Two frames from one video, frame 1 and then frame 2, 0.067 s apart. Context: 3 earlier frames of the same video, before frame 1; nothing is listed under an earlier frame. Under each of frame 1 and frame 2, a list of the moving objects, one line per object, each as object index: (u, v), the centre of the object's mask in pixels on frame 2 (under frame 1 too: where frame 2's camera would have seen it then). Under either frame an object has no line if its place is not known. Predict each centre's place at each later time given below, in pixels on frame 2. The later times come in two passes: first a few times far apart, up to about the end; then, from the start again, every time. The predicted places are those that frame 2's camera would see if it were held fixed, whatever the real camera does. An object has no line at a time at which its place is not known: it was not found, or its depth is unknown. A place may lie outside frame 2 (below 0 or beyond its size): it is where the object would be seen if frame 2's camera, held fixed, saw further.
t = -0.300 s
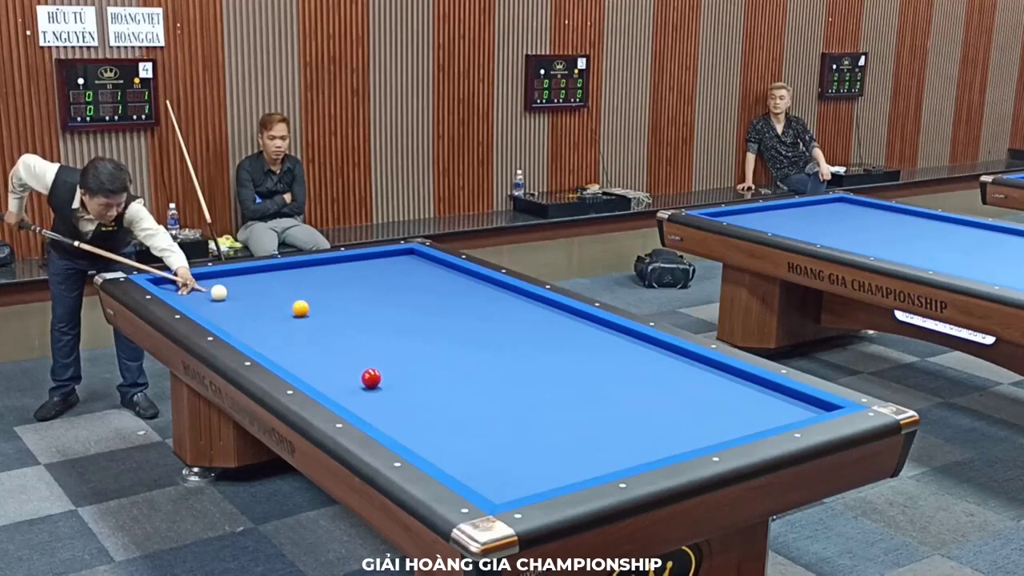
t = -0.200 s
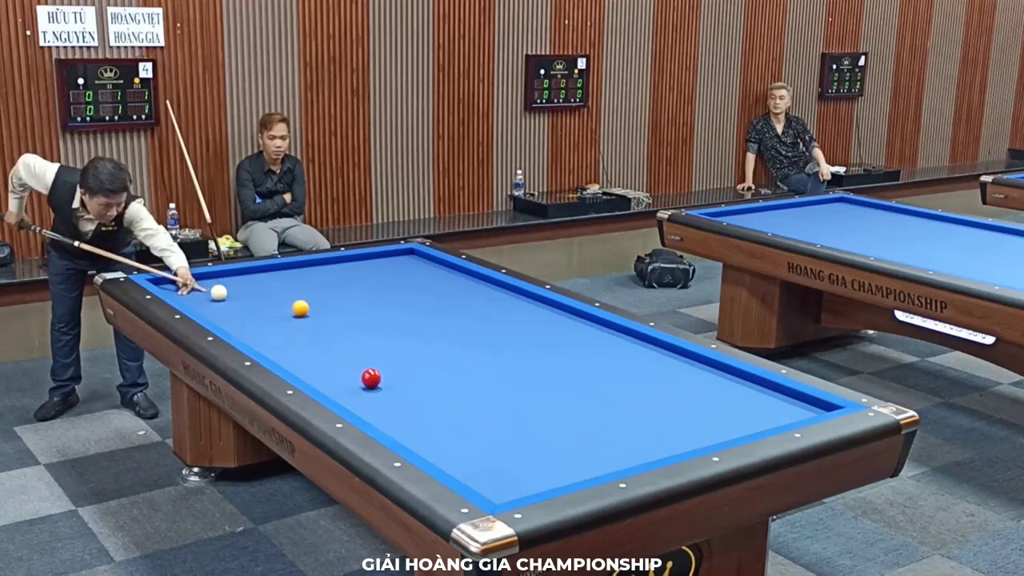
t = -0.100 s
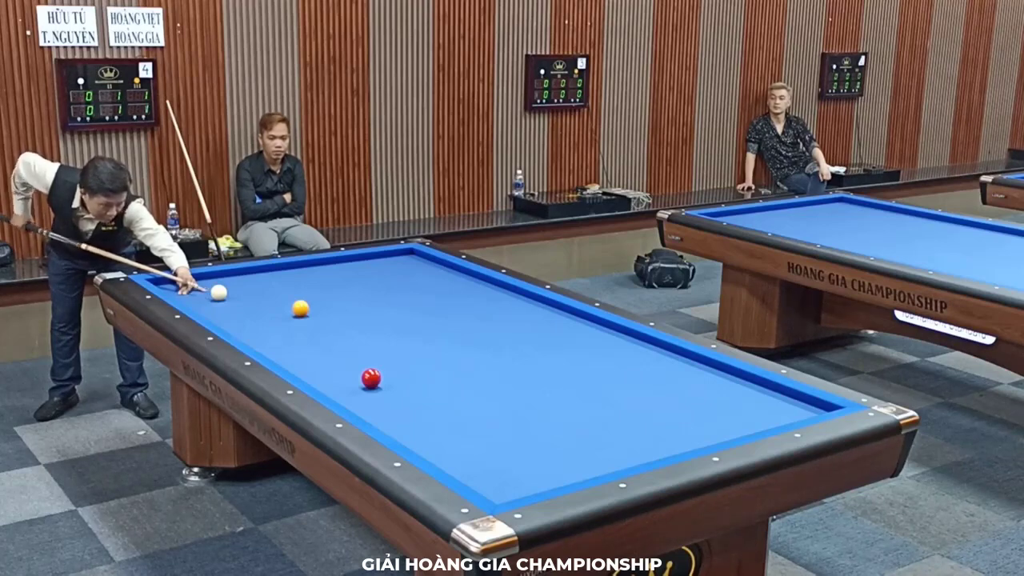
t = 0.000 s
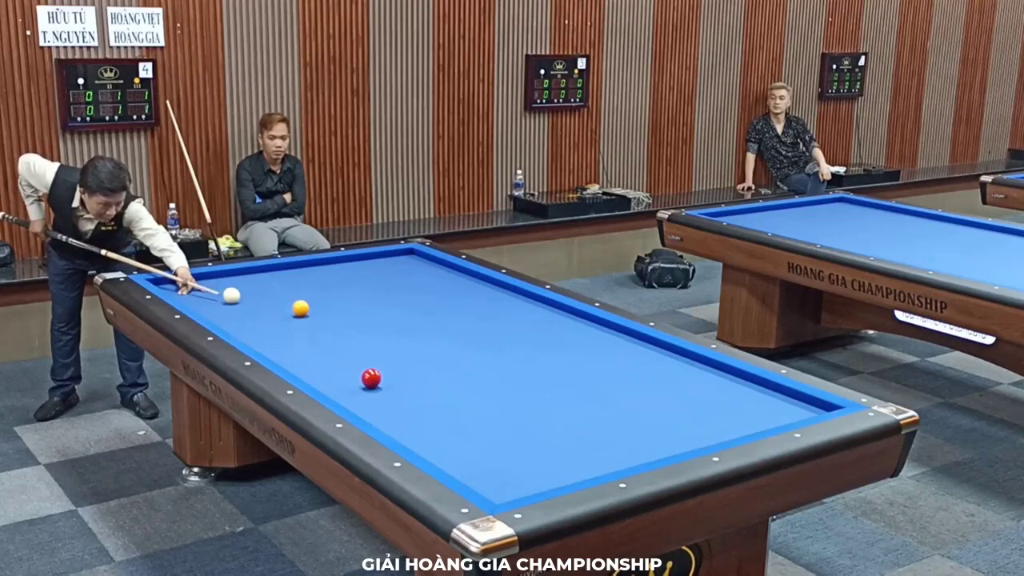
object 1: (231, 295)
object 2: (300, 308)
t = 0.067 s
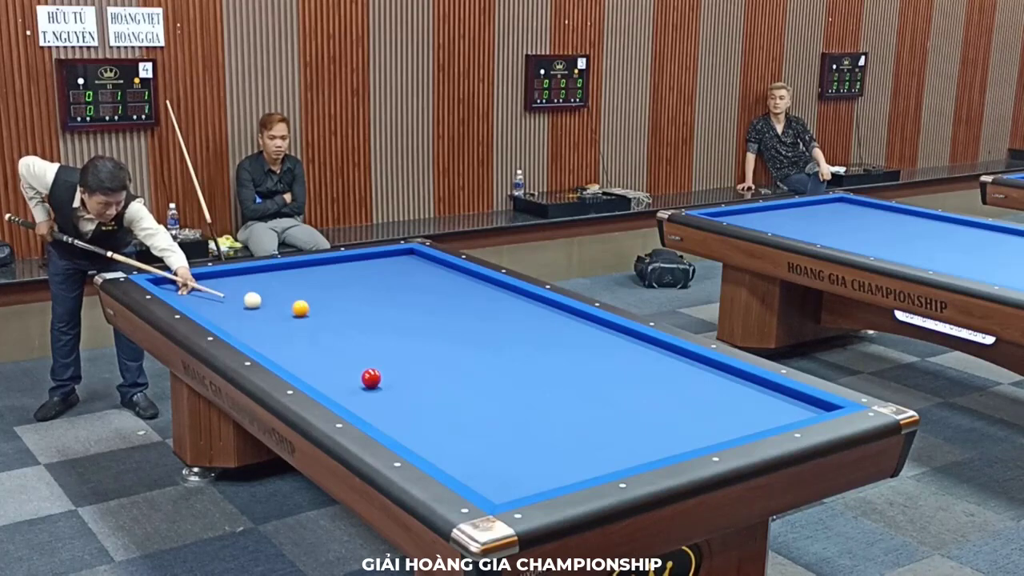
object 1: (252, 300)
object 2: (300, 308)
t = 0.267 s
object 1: (282, 312)
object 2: (327, 309)
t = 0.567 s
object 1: (280, 326)
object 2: (394, 312)
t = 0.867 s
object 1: (278, 342)
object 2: (456, 316)
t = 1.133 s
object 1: (277, 355)
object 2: (510, 318)
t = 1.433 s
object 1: (302, 366)
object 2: (571, 320)
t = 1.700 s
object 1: (328, 374)
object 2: (598, 327)
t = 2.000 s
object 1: (357, 384)
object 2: (598, 338)
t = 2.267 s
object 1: (384, 392)
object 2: (598, 348)
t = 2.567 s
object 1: (415, 402)
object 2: (598, 360)
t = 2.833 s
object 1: (443, 410)
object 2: (598, 371)
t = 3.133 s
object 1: (474, 420)
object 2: (598, 384)
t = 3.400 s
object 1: (502, 428)
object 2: (598, 396)
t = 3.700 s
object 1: (533, 438)
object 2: (598, 410)
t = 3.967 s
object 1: (562, 447)
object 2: (598, 423)
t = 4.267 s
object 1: (593, 456)
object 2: (597, 436)
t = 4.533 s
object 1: (621, 462)
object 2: (597, 451)
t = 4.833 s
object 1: (620, 458)
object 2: (593, 465)
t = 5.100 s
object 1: (620, 453)
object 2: (581, 472)
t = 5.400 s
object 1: (619, 448)
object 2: (553, 476)
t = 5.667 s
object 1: (619, 443)
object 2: (529, 477)
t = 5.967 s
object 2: (503, 478)
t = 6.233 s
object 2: (482, 478)
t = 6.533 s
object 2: (468, 475)
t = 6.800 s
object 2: (470, 471)
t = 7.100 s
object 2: (473, 466)
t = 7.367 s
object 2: (476, 462)
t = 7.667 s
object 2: (479, 457)
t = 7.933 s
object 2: (481, 454)
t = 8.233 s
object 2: (483, 451)
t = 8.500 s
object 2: (485, 449)
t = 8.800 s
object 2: (487, 447)
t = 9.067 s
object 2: (489, 446)
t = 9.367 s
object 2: (490, 444)
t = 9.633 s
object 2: (490, 444)
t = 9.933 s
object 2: (491, 444)
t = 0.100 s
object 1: (262, 303)
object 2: (300, 308)
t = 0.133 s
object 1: (272, 305)
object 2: (300, 308)
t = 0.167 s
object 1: (281, 307)
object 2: (300, 308)
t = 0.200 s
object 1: (283, 309)
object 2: (308, 308)
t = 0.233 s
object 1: (282, 311)
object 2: (318, 309)
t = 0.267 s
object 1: (282, 312)
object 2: (327, 309)
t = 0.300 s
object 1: (282, 314)
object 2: (336, 310)
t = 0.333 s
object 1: (282, 315)
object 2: (344, 310)
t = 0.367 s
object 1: (281, 317)
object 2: (352, 311)
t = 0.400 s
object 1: (281, 318)
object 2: (359, 311)
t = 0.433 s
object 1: (281, 320)
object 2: (366, 311)
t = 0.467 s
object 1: (281, 321)
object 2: (373, 312)
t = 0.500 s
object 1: (281, 323)
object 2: (380, 312)
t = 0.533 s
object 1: (280, 325)
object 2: (387, 312)
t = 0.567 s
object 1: (280, 326)
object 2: (394, 312)
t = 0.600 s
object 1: (280, 328)
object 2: (401, 313)
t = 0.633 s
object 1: (280, 330)
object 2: (408, 313)
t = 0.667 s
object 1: (280, 331)
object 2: (415, 314)
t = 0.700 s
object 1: (279, 333)
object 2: (422, 314)
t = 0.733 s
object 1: (279, 335)
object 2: (429, 314)
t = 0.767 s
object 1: (279, 337)
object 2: (436, 314)
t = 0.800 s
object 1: (279, 338)
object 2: (443, 315)
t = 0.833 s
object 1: (279, 340)
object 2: (449, 315)
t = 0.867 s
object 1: (278, 342)
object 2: (456, 316)
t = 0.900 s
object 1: (278, 344)
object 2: (463, 316)
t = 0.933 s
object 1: (278, 345)
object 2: (470, 316)
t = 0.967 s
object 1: (278, 347)
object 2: (477, 316)
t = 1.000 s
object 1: (278, 349)
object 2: (484, 317)
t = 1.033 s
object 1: (277, 351)
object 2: (490, 317)
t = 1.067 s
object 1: (277, 352)
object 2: (497, 317)
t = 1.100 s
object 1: (277, 353)
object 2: (504, 317)
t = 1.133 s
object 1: (277, 355)
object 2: (510, 318)
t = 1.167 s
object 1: (277, 356)
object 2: (517, 318)
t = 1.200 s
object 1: (280, 358)
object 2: (524, 319)
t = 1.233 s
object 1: (284, 359)
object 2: (531, 319)
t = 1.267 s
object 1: (286, 360)
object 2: (537, 319)
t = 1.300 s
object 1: (290, 361)
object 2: (544, 319)
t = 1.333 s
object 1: (293, 362)
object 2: (551, 320)
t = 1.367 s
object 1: (296, 364)
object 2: (558, 320)
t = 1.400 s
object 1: (299, 365)
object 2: (565, 320)
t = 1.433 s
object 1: (302, 366)
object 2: (571, 320)
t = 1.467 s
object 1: (305, 367)
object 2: (578, 321)
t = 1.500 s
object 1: (308, 368)
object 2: (585, 321)
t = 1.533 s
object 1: (311, 369)
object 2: (591, 321)
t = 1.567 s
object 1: (315, 370)
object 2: (598, 322)
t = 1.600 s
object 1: (318, 371)
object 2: (600, 323)
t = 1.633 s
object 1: (321, 372)
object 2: (599, 324)
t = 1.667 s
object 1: (324, 373)
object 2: (598, 325)
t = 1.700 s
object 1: (328, 374)
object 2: (598, 327)
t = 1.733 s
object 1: (331, 375)
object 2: (598, 328)
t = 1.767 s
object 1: (334, 376)
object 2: (598, 329)
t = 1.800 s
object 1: (338, 377)
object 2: (598, 330)
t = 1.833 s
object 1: (341, 378)
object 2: (598, 332)
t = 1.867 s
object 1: (344, 379)
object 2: (598, 333)
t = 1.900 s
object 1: (348, 380)
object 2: (598, 334)
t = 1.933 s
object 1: (350, 382)
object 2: (598, 335)
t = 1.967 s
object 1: (354, 383)
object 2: (598, 336)
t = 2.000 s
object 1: (357, 384)
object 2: (598, 338)
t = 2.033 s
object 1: (361, 385)
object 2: (598, 339)
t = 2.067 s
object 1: (364, 386)
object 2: (598, 340)
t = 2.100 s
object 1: (368, 387)
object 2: (598, 342)
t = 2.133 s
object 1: (371, 388)
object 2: (598, 343)
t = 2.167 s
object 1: (375, 388)
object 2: (598, 344)
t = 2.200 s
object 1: (378, 390)
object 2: (598, 346)
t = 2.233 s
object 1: (381, 391)
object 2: (598, 347)
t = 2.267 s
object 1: (384, 392)
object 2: (598, 348)
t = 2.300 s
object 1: (388, 393)
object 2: (598, 350)
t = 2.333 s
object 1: (391, 394)
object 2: (598, 351)
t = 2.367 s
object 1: (395, 395)
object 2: (598, 352)
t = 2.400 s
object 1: (398, 396)
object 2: (598, 353)
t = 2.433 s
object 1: (401, 397)
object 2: (598, 355)
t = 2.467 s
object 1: (405, 398)
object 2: (598, 356)
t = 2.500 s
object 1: (408, 399)
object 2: (598, 358)
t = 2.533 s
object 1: (412, 400)
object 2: (598, 359)
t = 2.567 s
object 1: (415, 402)
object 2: (598, 360)
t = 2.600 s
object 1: (418, 403)
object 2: (598, 362)
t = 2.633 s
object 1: (422, 404)
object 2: (598, 363)
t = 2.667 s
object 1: (425, 405)
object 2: (598, 364)
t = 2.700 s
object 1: (429, 406)
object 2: (598, 366)
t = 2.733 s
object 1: (432, 407)
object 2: (598, 367)
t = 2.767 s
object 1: (436, 408)
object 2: (598, 368)
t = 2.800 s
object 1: (439, 409)
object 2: (598, 370)
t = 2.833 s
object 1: (443, 410)
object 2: (598, 371)
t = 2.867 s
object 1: (446, 411)
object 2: (598, 373)
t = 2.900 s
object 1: (450, 412)
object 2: (598, 374)
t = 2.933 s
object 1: (453, 413)
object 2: (598, 375)
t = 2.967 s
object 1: (457, 414)
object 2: (598, 377)
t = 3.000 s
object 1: (460, 415)
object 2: (598, 378)
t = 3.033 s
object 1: (463, 416)
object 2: (598, 380)
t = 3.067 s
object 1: (467, 417)
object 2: (598, 381)
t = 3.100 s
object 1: (470, 418)
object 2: (598, 383)
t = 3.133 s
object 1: (474, 420)
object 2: (598, 384)
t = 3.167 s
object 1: (478, 421)
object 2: (598, 386)
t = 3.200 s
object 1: (481, 422)
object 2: (598, 387)
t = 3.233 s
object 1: (484, 423)
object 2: (598, 389)
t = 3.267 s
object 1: (488, 424)
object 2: (598, 390)
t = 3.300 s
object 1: (492, 425)
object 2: (598, 391)
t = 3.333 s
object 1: (495, 426)
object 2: (598, 393)
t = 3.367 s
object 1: (499, 427)
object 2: (598, 395)
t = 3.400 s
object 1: (502, 428)
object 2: (598, 396)
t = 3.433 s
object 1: (505, 429)
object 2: (598, 398)
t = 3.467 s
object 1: (509, 430)
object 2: (598, 399)
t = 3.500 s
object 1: (512, 431)
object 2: (598, 401)
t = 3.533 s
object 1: (516, 432)
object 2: (598, 402)
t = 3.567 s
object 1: (519, 434)
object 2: (598, 404)
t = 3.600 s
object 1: (523, 435)
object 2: (598, 405)
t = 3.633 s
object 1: (526, 436)
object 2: (598, 407)
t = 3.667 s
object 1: (530, 437)
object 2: (598, 408)
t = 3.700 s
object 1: (533, 438)
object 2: (598, 410)
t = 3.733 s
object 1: (537, 439)
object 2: (598, 411)
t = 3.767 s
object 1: (541, 440)
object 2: (598, 413)
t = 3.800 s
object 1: (544, 441)
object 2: (598, 415)
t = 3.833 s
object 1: (547, 442)
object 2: (598, 416)
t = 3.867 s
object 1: (551, 443)
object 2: (598, 418)
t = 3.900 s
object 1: (554, 444)
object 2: (598, 419)
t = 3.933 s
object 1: (558, 446)
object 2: (598, 421)
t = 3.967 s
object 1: (562, 447)
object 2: (598, 423)
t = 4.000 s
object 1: (565, 448)
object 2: (597, 424)
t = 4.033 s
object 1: (569, 449)
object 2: (598, 426)
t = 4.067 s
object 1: (572, 450)
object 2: (598, 428)
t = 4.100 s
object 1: (576, 451)
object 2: (598, 429)
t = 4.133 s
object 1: (579, 452)
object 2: (598, 431)
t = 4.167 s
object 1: (583, 453)
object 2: (598, 432)
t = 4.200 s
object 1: (586, 454)
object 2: (598, 434)
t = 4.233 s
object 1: (590, 455)
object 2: (598, 435)
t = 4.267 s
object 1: (593, 456)
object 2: (597, 436)
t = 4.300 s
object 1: (597, 457)
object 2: (597, 437)
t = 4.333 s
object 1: (601, 459)
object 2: (597, 439)
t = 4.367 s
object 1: (604, 459)
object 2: (597, 441)
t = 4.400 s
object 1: (608, 460)
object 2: (596, 443)
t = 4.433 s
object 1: (611, 460)
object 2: (597, 445)
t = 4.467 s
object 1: (614, 461)
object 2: (597, 447)
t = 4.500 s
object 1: (618, 461)
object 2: (597, 449)
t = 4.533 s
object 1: (621, 462)
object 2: (597, 451)
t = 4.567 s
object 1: (624, 462)
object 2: (597, 453)
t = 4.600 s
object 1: (623, 461)
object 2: (597, 454)
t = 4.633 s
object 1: (622, 461)
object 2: (597, 456)
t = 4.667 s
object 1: (621, 460)
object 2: (597, 458)
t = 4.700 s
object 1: (620, 460)
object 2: (597, 459)
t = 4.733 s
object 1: (620, 459)
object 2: (596, 461)
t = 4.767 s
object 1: (620, 459)
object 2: (595, 462)
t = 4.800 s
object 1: (620, 458)
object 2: (594, 464)
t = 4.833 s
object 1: (620, 458)
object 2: (593, 465)
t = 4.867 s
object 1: (620, 457)
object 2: (593, 466)
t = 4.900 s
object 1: (620, 457)
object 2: (592, 468)
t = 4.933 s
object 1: (620, 456)
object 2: (591, 469)
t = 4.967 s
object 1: (620, 456)
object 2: (590, 470)
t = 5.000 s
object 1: (620, 455)
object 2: (589, 471)
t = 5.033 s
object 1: (620, 455)
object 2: (588, 472)
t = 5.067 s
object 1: (620, 454)
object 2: (584, 472)
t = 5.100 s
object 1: (620, 453)
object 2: (581, 472)
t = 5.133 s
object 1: (620, 453)
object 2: (578, 473)
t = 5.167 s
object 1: (620, 452)
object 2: (575, 473)
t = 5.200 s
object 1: (620, 451)
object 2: (572, 474)
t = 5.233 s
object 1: (620, 451)
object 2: (568, 474)
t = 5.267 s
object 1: (620, 450)
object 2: (565, 474)
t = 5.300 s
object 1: (620, 449)
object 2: (562, 475)
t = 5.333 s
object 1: (620, 449)
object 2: (559, 475)
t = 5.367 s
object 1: (619, 448)
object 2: (556, 475)
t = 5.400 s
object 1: (619, 448)
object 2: (553, 476)
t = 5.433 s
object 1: (619, 447)
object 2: (550, 476)
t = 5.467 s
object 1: (619, 447)
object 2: (547, 476)
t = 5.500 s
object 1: (619, 446)
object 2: (544, 476)
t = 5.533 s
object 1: (619, 445)
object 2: (541, 476)
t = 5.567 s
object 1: (619, 445)
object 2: (538, 477)
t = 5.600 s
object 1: (619, 444)
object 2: (535, 477)
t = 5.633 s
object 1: (619, 444)
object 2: (532, 477)
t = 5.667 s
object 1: (619, 443)
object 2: (529, 477)
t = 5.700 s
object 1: (619, 443)
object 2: (526, 477)
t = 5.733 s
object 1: (619, 442)
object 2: (524, 477)
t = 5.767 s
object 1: (619, 442)
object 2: (520, 477)
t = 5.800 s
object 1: (619, 442)
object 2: (517, 477)
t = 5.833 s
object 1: (620, 441)
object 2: (515, 477)
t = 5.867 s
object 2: (512, 478)
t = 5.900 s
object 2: (509, 477)
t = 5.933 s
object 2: (506, 478)
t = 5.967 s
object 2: (503, 478)
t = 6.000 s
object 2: (501, 478)
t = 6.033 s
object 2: (498, 478)
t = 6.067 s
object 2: (495, 478)
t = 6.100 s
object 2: (493, 478)
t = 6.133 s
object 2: (490, 478)
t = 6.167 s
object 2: (487, 478)
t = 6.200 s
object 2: (485, 478)
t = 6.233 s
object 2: (482, 478)
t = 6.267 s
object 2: (479, 478)
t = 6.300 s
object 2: (477, 478)
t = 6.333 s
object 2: (474, 477)
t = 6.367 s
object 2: (472, 477)
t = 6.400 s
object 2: (470, 477)
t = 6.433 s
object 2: (468, 476)
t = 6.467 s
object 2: (467, 476)
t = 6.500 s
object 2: (468, 475)
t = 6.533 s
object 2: (468, 475)
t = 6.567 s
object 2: (468, 475)
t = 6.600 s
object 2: (468, 474)
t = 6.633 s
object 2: (468, 474)
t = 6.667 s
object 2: (469, 473)
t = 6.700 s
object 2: (469, 473)
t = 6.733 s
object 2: (469, 472)
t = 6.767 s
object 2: (470, 472)
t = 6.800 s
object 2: (470, 471)
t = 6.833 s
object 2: (470, 470)
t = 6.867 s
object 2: (471, 470)
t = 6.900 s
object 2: (471, 470)
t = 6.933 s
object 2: (471, 469)
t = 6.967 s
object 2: (472, 468)
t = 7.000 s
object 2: (472, 468)
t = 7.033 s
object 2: (472, 467)
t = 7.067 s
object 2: (473, 466)
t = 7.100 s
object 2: (473, 466)
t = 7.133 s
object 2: (473, 465)
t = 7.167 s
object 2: (474, 465)
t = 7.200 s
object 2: (474, 464)
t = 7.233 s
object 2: (474, 464)
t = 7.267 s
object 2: (475, 463)
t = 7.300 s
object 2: (475, 463)
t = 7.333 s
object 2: (476, 462)
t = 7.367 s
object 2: (476, 462)
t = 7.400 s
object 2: (476, 461)
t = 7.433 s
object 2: (476, 461)
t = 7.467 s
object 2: (477, 460)
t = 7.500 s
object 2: (477, 459)
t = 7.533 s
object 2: (478, 459)
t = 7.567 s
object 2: (478, 459)
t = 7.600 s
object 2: (478, 458)
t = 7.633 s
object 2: (479, 458)
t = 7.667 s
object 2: (479, 457)
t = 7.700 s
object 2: (479, 457)
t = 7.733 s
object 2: (479, 456)
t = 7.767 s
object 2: (480, 456)
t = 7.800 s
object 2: (480, 455)
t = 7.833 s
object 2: (480, 455)
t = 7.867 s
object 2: (481, 455)
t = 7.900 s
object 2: (481, 454)
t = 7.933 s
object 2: (481, 454)
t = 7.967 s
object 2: (482, 454)
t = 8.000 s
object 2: (482, 453)
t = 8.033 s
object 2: (482, 453)
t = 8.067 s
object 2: (482, 453)
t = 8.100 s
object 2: (483, 452)
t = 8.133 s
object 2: (483, 452)
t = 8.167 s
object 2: (483, 451)
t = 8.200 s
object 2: (484, 451)
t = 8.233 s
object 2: (483, 451)
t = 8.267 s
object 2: (484, 451)
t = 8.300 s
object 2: (484, 450)
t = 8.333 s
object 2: (484, 450)
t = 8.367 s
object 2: (485, 449)
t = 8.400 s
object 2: (485, 449)
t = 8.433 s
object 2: (485, 449)
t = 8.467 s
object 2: (485, 449)
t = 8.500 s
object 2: (485, 449)
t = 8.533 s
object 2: (486, 448)
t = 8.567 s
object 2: (486, 448)
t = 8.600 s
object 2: (486, 448)
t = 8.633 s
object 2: (486, 448)
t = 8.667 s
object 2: (486, 448)
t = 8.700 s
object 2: (487, 447)
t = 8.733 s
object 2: (487, 447)
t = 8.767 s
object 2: (487, 447)
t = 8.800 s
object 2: (487, 447)
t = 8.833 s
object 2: (487, 447)
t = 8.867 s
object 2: (488, 446)
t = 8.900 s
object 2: (488, 446)
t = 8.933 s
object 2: (488, 446)
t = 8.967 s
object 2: (488, 446)
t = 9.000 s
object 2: (488, 446)
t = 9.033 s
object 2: (489, 446)
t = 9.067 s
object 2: (489, 446)
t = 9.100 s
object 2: (489, 445)
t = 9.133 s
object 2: (489, 445)
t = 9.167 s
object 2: (489, 445)
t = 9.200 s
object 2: (489, 445)
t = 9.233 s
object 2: (490, 445)
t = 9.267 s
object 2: (490, 444)
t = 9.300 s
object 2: (490, 444)
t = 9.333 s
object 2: (490, 444)
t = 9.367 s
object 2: (490, 444)
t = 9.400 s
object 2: (490, 444)
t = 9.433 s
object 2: (490, 444)
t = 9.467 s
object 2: (490, 444)
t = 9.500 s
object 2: (490, 444)
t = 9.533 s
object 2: (490, 444)
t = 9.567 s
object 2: (490, 444)
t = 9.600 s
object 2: (490, 444)
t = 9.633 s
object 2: (490, 444)
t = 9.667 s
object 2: (491, 444)
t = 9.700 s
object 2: (491, 444)
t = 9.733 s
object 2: (491, 443)
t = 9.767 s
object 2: (491, 443)
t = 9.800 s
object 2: (491, 444)
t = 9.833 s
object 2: (491, 444)
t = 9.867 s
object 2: (491, 444)
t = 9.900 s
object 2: (491, 444)
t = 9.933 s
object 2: (491, 444)
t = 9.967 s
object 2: (491, 444)
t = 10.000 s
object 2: (491, 444)
